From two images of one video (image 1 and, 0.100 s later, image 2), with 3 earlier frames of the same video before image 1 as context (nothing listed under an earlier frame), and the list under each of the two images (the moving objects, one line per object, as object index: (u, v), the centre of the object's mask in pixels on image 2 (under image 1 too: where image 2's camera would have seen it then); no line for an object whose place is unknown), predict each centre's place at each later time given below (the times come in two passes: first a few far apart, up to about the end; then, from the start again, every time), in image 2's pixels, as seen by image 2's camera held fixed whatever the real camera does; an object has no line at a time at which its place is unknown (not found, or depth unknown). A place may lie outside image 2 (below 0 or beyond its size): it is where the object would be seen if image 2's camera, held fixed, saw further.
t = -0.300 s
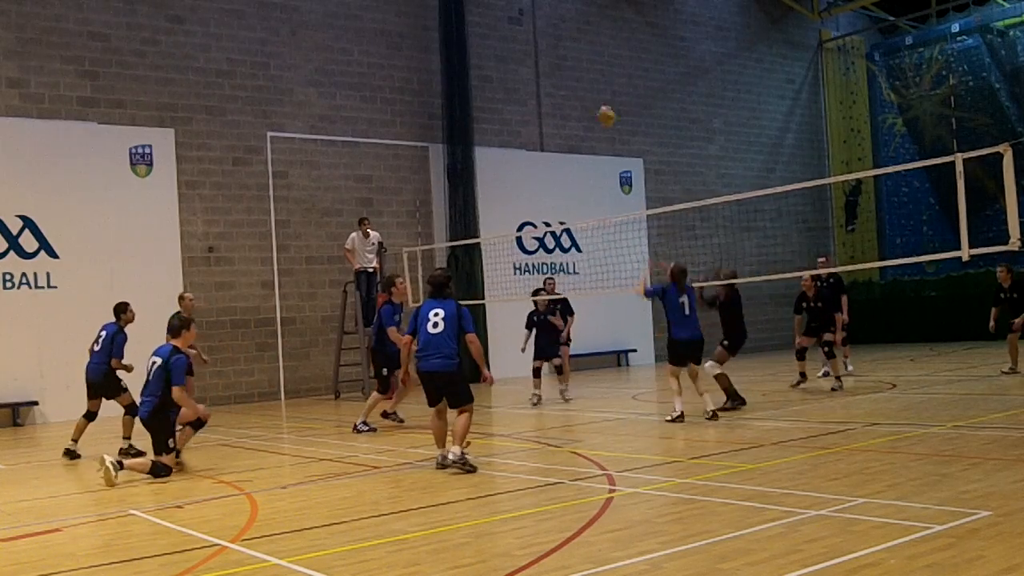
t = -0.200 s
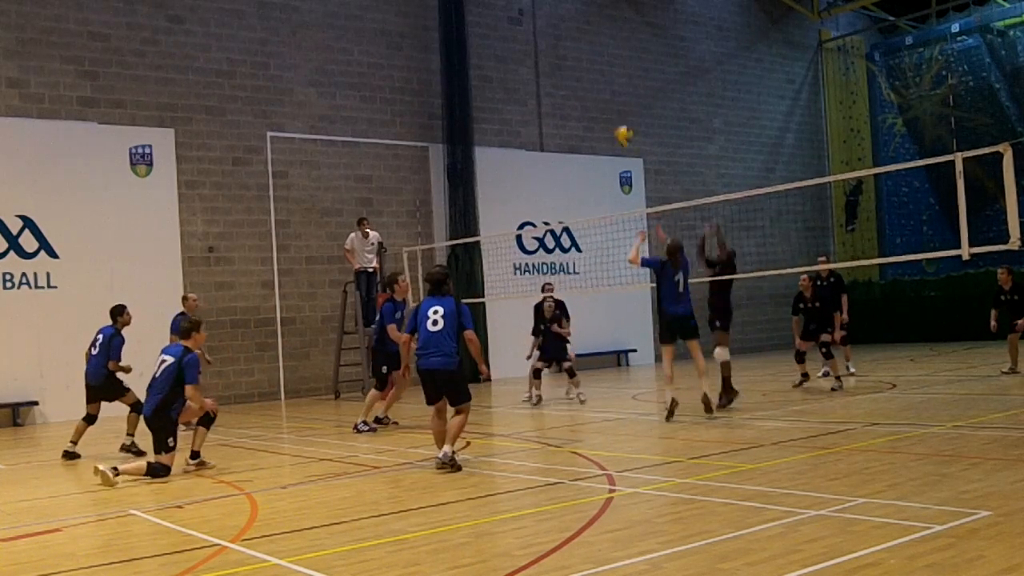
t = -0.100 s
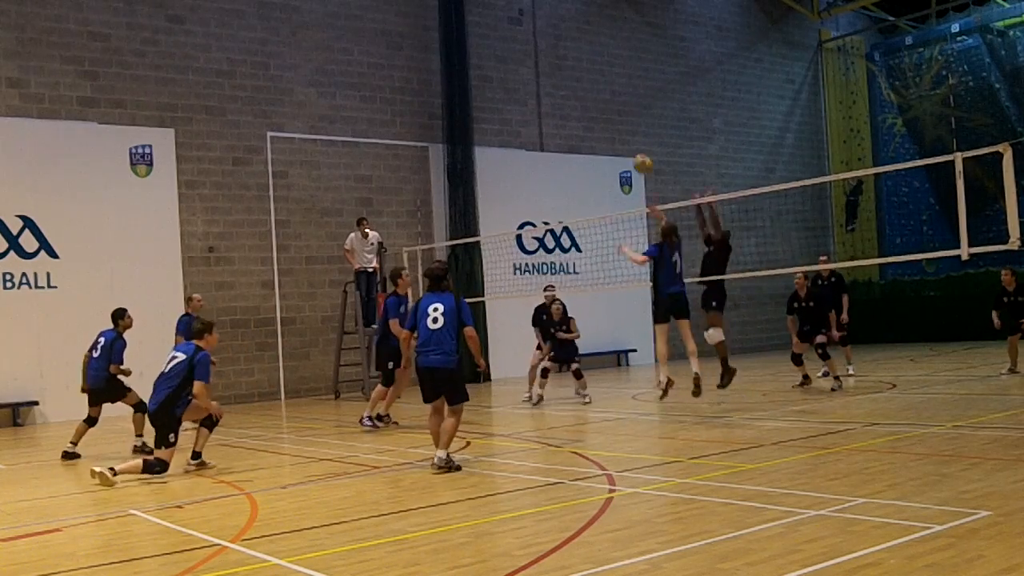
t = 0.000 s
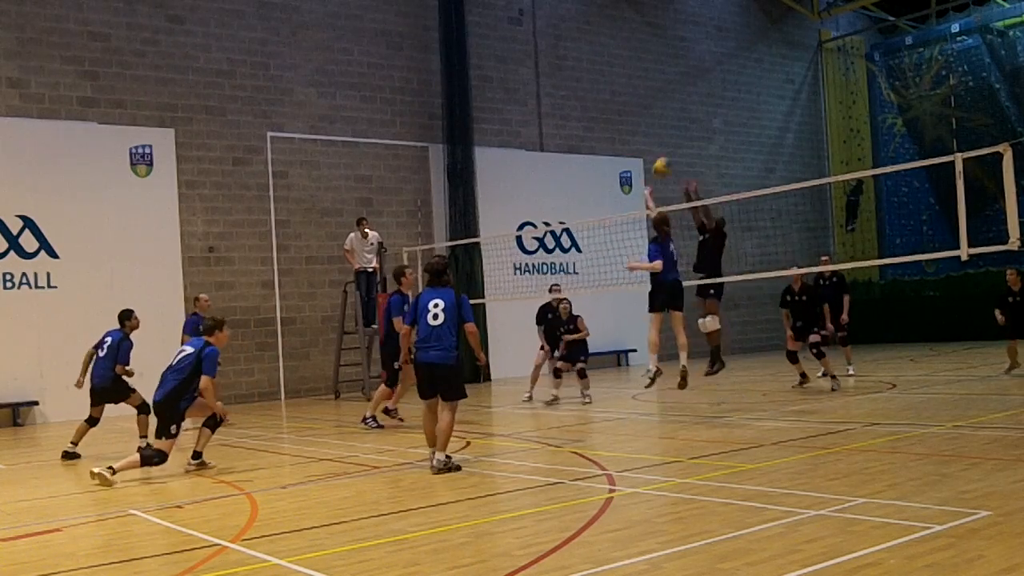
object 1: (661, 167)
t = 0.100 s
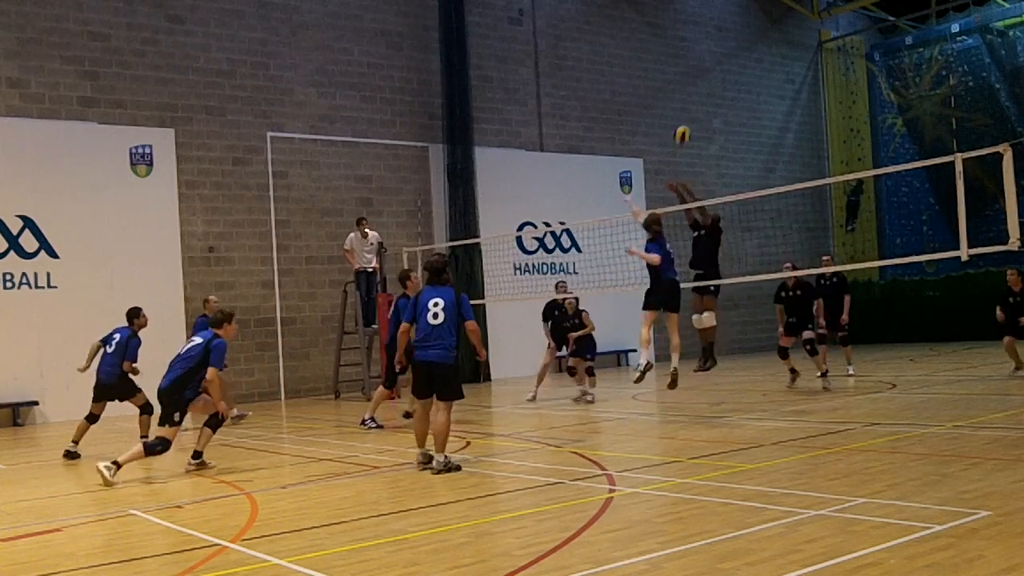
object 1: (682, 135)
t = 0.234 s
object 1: (707, 106)
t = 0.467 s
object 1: (747, 93)
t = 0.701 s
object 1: (783, 117)
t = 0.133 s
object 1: (687, 127)
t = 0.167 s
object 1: (694, 119)
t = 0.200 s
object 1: (700, 112)
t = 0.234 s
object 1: (707, 106)
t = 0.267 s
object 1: (712, 102)
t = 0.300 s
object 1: (718, 98)
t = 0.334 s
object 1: (724, 96)
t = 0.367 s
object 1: (729, 94)
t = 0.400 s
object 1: (735, 93)
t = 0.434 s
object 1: (741, 92)
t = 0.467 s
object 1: (747, 93)
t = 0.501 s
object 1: (751, 94)
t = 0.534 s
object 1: (757, 96)
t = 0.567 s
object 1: (762, 100)
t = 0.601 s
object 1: (767, 103)
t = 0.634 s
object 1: (772, 107)
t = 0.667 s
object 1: (778, 111)
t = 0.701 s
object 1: (783, 117)
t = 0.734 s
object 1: (788, 123)
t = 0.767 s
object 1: (794, 130)
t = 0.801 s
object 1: (798, 137)
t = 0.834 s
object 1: (803, 144)
